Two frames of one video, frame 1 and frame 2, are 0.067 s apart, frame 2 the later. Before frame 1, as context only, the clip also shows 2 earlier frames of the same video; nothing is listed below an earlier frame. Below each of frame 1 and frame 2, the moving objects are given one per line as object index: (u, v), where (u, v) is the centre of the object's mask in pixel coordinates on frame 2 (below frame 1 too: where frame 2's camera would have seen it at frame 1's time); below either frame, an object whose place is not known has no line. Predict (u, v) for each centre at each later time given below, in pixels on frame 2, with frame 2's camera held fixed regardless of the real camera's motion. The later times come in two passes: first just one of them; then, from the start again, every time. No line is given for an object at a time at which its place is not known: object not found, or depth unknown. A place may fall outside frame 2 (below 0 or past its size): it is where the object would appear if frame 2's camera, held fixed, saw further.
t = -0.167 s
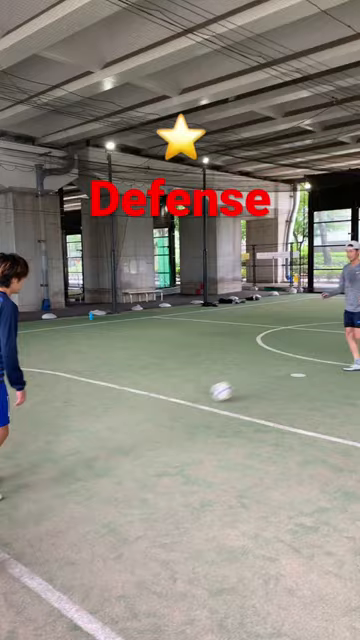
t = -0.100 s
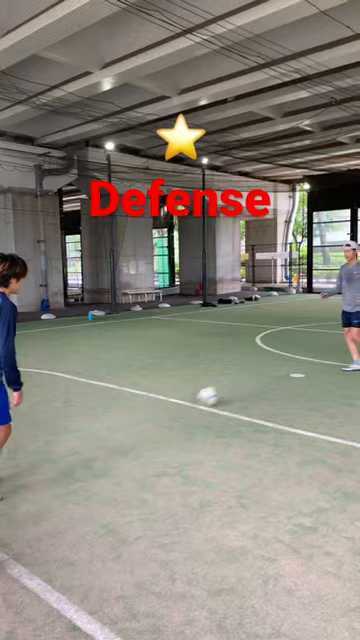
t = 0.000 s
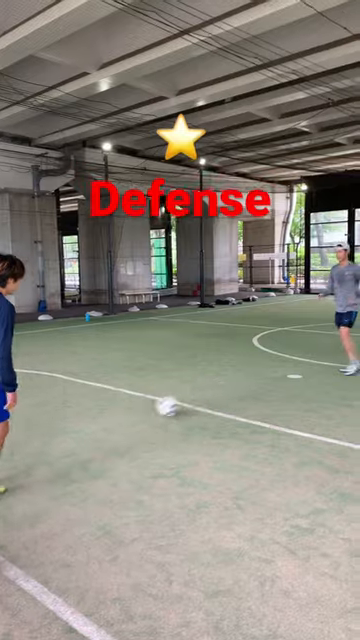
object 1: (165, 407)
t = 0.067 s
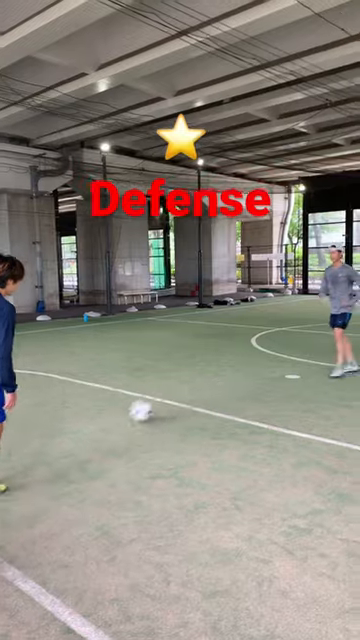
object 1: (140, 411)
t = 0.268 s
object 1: (64, 435)
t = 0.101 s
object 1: (128, 415)
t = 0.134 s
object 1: (116, 420)
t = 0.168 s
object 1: (104, 423)
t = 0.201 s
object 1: (89, 426)
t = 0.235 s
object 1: (77, 430)
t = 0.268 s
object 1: (64, 435)
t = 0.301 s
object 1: (50, 438)
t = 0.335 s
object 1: (38, 441)
